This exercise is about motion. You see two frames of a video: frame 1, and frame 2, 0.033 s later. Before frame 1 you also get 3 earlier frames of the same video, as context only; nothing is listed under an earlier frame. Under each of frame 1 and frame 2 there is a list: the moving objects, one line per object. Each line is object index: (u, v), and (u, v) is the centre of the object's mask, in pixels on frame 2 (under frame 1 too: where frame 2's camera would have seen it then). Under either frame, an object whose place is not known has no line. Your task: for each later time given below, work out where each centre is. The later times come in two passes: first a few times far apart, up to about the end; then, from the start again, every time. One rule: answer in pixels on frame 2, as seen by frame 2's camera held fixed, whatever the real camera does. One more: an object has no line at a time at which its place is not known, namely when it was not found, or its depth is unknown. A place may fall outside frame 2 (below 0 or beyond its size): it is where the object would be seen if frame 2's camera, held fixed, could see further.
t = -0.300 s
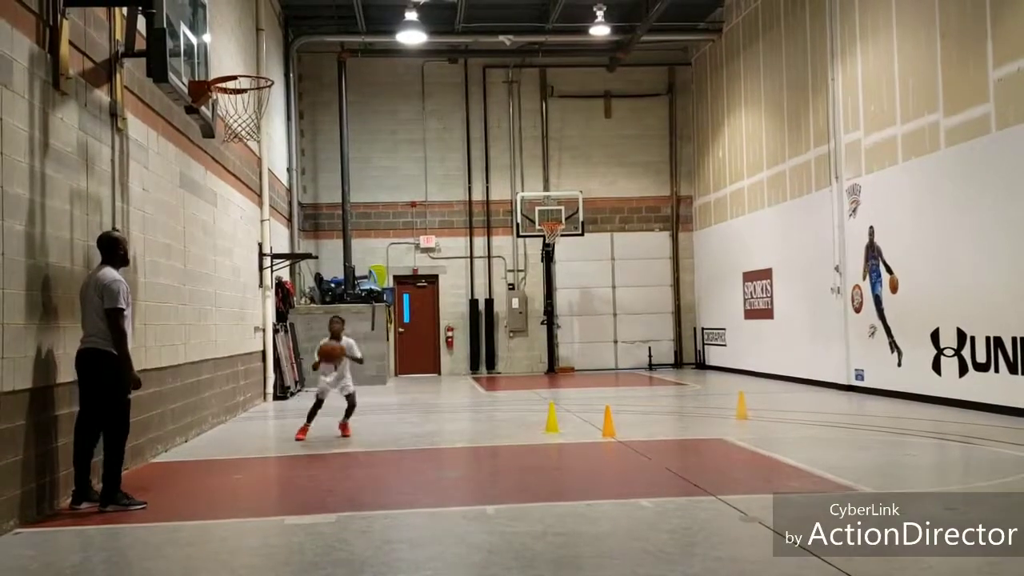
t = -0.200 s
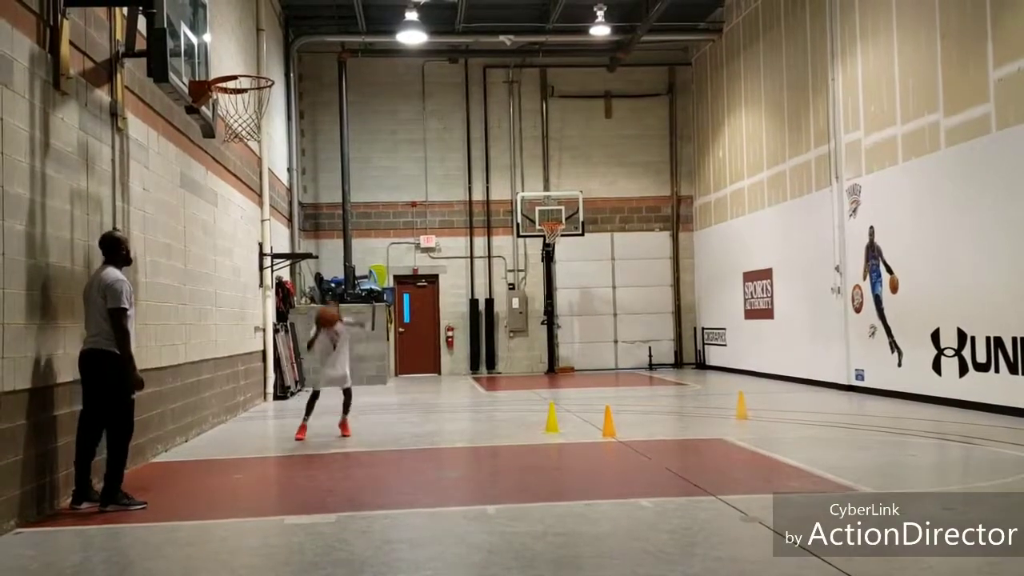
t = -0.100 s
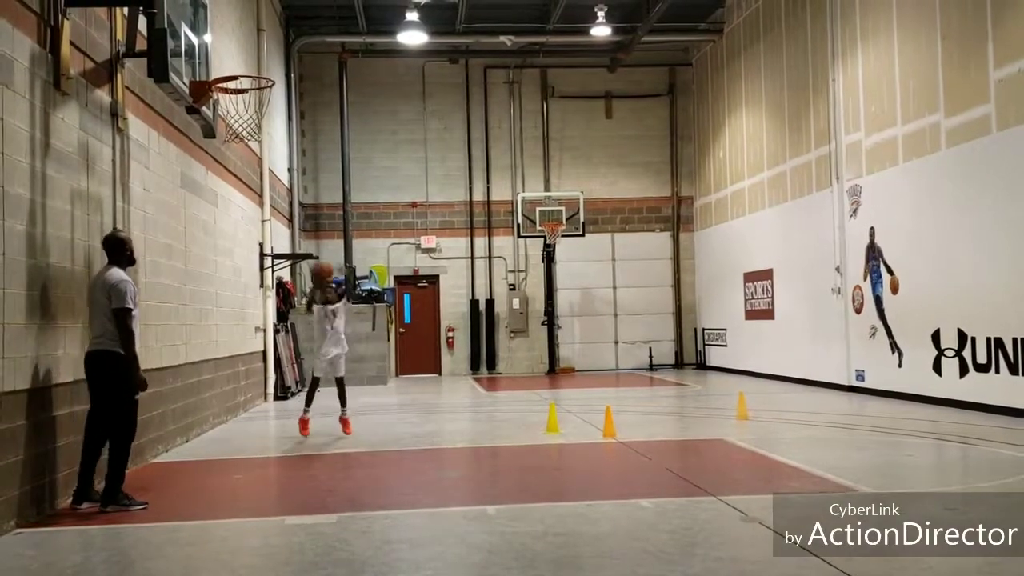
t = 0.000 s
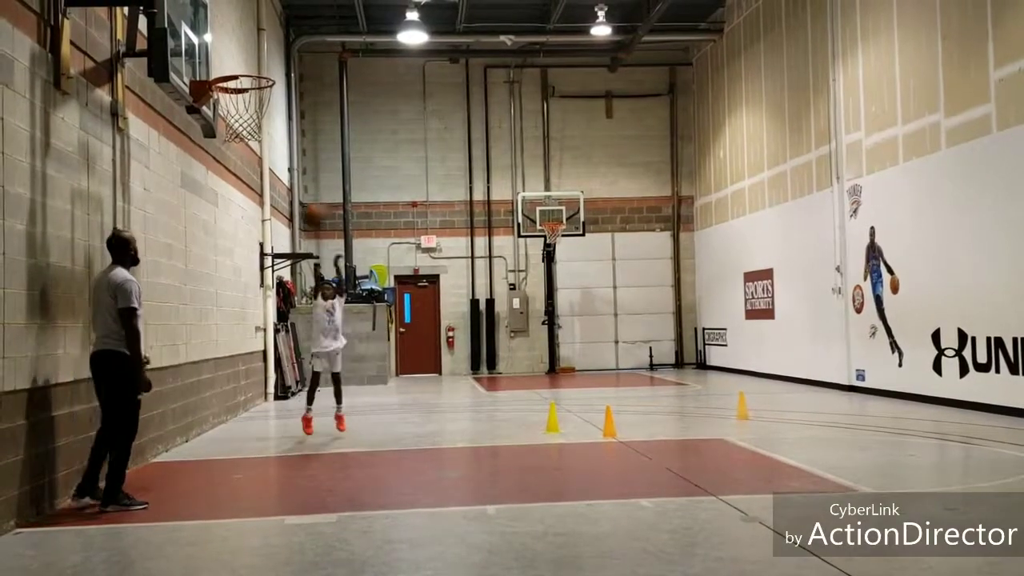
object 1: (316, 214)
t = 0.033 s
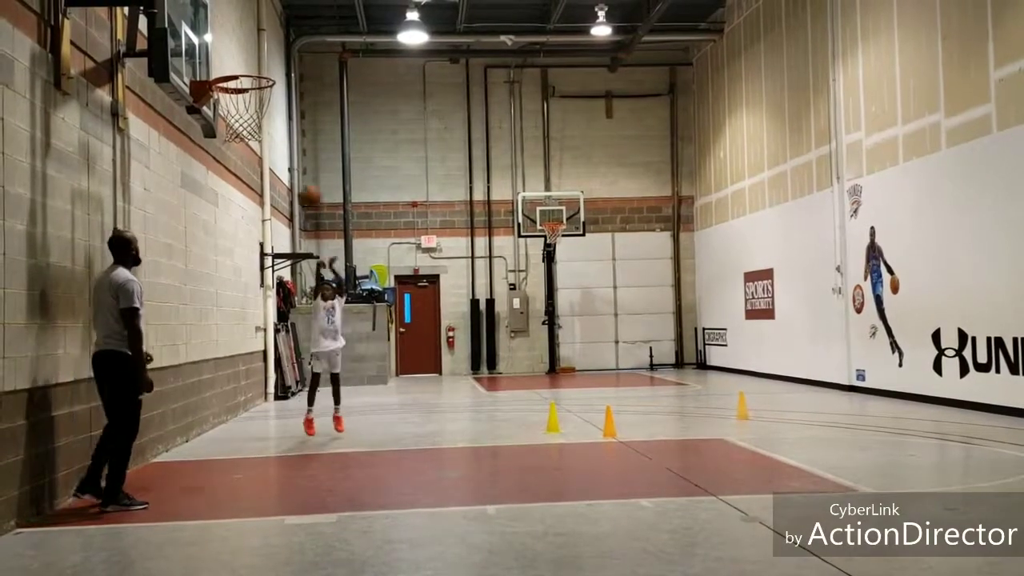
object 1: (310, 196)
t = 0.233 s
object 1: (290, 110)
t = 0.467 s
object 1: (264, 54)
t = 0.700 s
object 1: (238, 56)
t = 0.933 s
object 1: (251, 92)
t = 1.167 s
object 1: (278, 104)
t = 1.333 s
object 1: (273, 112)
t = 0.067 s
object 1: (307, 179)
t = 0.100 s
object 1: (303, 164)
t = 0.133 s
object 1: (300, 149)
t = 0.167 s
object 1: (296, 135)
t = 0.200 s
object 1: (293, 123)
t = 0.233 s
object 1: (290, 110)
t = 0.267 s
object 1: (286, 99)
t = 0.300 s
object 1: (282, 89)
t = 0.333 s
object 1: (280, 79)
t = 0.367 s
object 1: (276, 71)
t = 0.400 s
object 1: (271, 65)
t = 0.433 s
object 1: (268, 59)
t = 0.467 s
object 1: (264, 54)
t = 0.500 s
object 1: (261, 50)
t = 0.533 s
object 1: (258, 48)
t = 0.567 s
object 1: (253, 47)
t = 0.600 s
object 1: (249, 47)
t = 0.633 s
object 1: (246, 49)
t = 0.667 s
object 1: (242, 51)
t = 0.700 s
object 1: (238, 56)
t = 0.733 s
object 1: (235, 60)
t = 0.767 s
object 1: (230, 66)
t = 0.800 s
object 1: (228, 75)
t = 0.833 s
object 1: (232, 78)
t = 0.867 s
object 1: (236, 82)
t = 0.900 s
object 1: (243, 87)
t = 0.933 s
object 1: (251, 92)
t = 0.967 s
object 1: (259, 97)
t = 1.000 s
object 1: (265, 104)
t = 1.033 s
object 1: (269, 106)
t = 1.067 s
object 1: (272, 106)
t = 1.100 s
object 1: (275, 104)
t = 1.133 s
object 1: (276, 103)
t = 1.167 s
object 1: (278, 104)
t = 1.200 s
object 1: (277, 105)
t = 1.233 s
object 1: (277, 106)
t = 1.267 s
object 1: (275, 109)
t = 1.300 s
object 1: (273, 112)
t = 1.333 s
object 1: (273, 112)
